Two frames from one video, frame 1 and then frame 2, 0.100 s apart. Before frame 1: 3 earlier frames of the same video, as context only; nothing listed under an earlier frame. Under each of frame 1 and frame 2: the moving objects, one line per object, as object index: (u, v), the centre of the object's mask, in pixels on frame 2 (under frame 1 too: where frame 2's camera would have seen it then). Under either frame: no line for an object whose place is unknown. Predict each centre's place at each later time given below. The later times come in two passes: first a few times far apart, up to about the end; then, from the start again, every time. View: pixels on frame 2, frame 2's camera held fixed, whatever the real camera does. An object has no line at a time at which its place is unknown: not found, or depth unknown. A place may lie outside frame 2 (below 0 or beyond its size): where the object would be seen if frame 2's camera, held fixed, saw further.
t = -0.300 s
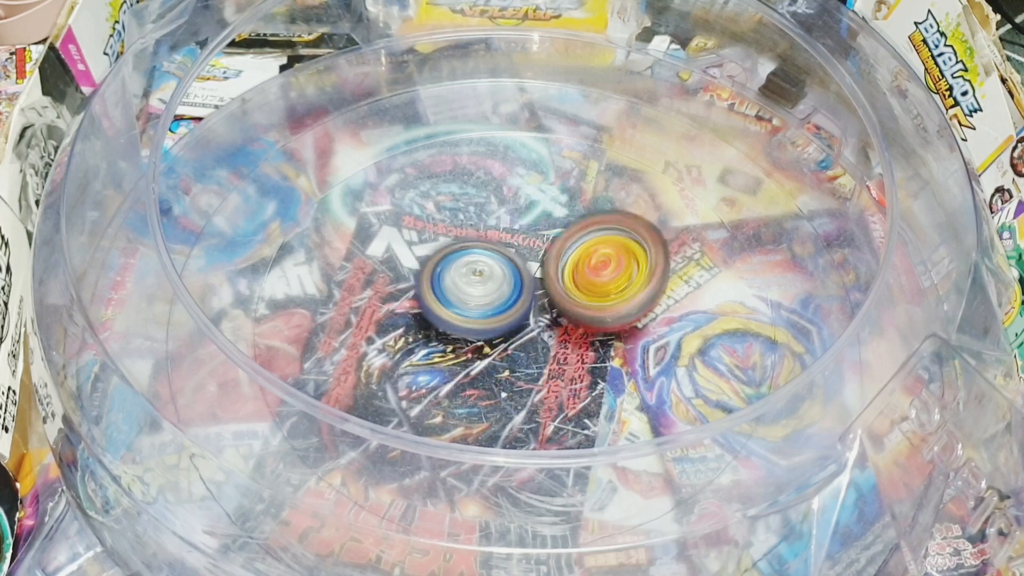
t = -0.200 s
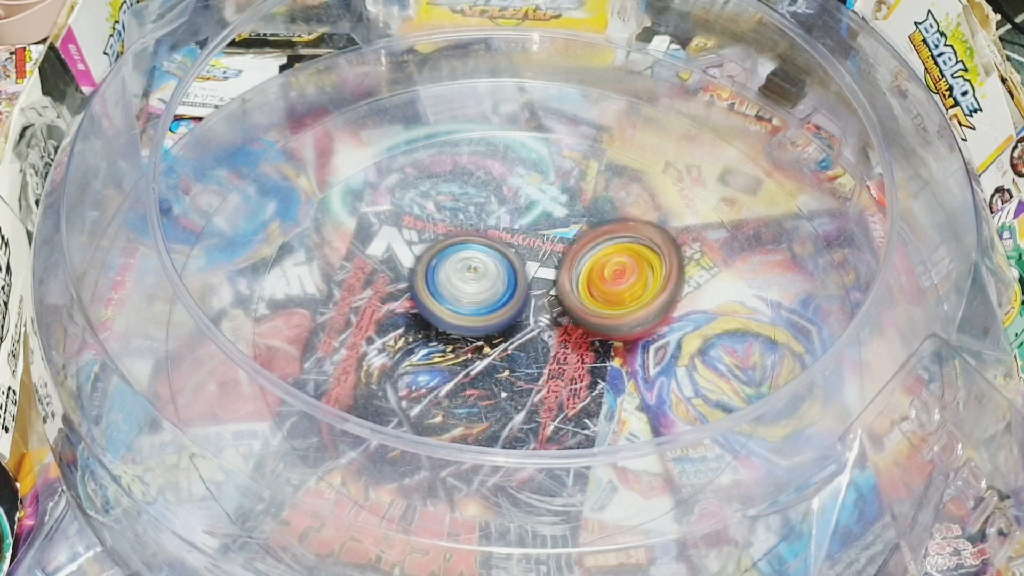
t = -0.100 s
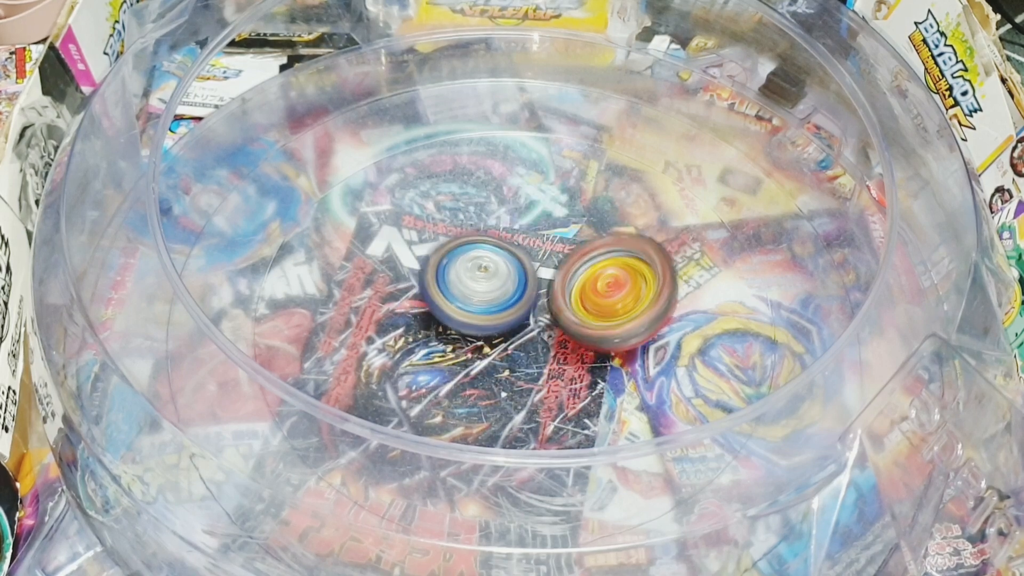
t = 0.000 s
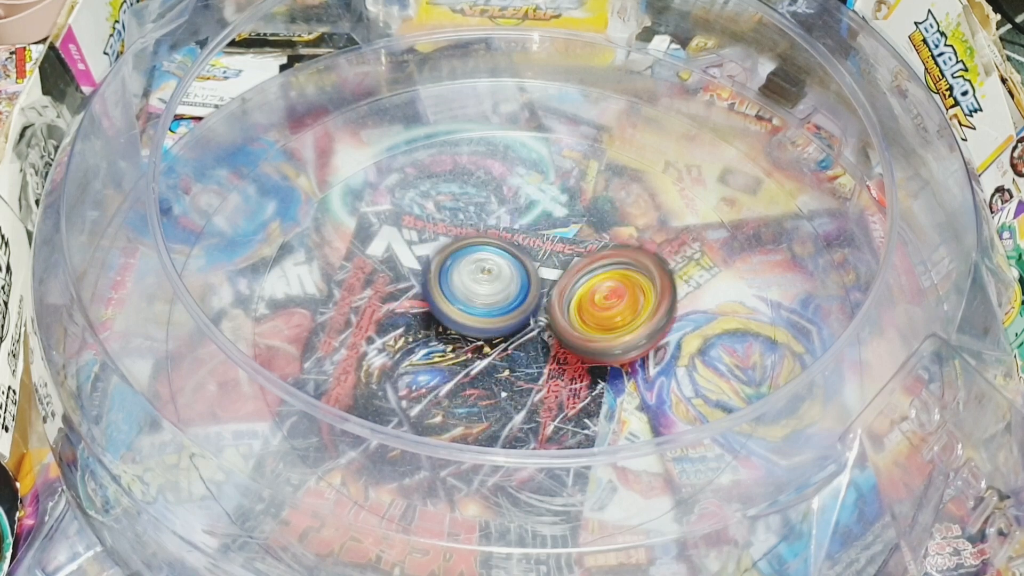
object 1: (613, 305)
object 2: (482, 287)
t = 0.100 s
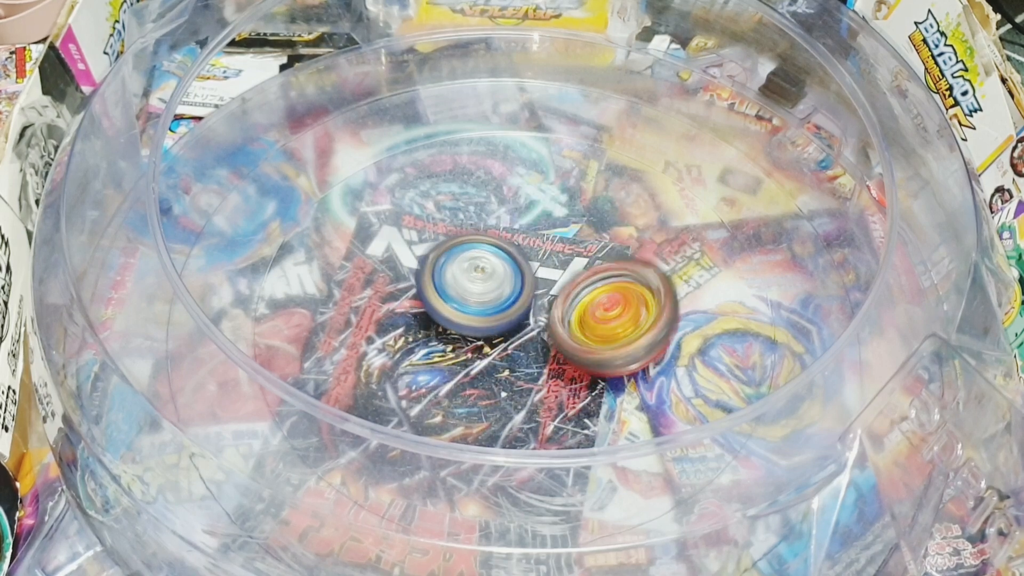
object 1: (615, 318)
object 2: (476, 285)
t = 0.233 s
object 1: (606, 333)
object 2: (466, 284)
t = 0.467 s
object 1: (579, 352)
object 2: (466, 286)
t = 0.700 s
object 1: (564, 369)
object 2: (466, 272)
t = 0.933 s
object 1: (537, 372)
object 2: (493, 264)
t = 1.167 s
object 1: (506, 368)
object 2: (533, 254)
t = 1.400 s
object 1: (481, 353)
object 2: (565, 268)
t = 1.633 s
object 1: (464, 332)
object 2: (586, 291)
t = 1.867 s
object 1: (453, 308)
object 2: (596, 310)
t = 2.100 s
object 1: (459, 285)
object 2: (589, 327)
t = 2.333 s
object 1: (474, 267)
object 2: (575, 340)
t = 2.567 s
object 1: (493, 249)
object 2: (564, 358)
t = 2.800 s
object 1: (520, 248)
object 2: (535, 359)
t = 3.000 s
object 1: (542, 253)
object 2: (510, 359)
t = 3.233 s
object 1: (564, 262)
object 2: (485, 348)
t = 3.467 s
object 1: (581, 280)
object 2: (464, 332)
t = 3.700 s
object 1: (588, 297)
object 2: (451, 316)
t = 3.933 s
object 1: (589, 318)
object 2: (458, 296)
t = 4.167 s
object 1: (581, 337)
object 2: (467, 277)
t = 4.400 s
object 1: (561, 351)
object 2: (482, 256)
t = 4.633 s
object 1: (539, 358)
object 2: (508, 250)
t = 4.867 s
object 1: (515, 353)
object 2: (536, 246)
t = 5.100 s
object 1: (496, 345)
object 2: (560, 247)
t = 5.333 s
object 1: (486, 334)
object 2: (578, 258)
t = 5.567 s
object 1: (469, 329)
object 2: (587, 279)
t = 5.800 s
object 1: (458, 323)
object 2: (605, 292)
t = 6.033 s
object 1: (457, 310)
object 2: (598, 311)
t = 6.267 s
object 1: (443, 295)
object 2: (615, 329)
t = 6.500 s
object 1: (464, 294)
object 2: (589, 338)
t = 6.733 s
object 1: (462, 280)
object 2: (584, 347)
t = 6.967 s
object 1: (470, 274)
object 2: (576, 354)
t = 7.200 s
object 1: (478, 265)
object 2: (567, 360)
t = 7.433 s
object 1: (488, 258)
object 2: (558, 360)
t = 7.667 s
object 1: (498, 251)
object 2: (556, 369)
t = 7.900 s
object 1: (501, 252)
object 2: (540, 360)
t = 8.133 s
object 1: (506, 248)
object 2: (529, 361)
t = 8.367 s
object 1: (510, 245)
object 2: (521, 373)
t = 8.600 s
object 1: (508, 254)
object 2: (512, 363)
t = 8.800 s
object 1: (516, 244)
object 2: (507, 355)
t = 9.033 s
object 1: (520, 243)
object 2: (504, 359)
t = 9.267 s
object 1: (523, 246)
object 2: (509, 359)
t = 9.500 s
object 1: (532, 248)
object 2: (515, 359)
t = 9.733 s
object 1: (532, 241)
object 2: (517, 365)
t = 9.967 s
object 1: (525, 245)
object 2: (516, 351)
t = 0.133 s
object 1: (610, 321)
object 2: (477, 285)
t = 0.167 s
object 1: (604, 323)
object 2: (479, 287)
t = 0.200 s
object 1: (607, 328)
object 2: (473, 285)
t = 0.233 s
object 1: (606, 333)
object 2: (466, 284)
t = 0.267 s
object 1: (604, 335)
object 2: (465, 283)
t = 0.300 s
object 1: (599, 338)
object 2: (465, 283)
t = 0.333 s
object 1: (594, 340)
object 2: (466, 283)
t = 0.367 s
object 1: (588, 343)
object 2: (467, 285)
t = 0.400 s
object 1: (582, 345)
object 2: (469, 286)
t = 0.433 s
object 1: (580, 349)
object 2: (469, 287)
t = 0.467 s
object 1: (579, 352)
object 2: (466, 286)
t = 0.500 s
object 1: (574, 353)
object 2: (466, 285)
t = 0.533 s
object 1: (570, 355)
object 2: (467, 286)
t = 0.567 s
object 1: (567, 357)
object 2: (466, 284)
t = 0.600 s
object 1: (565, 359)
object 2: (466, 283)
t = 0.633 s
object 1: (561, 360)
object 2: (469, 282)
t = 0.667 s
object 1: (564, 366)
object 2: (466, 276)
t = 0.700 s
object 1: (564, 369)
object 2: (466, 272)
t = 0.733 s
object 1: (561, 369)
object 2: (469, 270)
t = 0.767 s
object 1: (555, 369)
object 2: (472, 269)
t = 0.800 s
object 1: (549, 368)
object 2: (476, 269)
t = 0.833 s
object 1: (544, 367)
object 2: (481, 271)
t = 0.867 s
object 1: (540, 368)
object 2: (485, 271)
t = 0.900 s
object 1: (540, 372)
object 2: (488, 265)
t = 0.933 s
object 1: (537, 372)
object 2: (493, 264)
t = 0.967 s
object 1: (532, 370)
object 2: (499, 265)
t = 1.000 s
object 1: (527, 369)
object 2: (503, 264)
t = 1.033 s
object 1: (522, 370)
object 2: (508, 260)
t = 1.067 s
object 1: (518, 368)
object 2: (515, 260)
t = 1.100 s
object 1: (514, 365)
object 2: (521, 260)
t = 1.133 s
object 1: (510, 369)
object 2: (527, 257)
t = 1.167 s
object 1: (506, 368)
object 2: (533, 254)
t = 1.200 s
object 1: (503, 366)
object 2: (539, 255)
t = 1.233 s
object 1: (499, 362)
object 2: (543, 257)
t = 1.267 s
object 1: (495, 360)
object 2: (549, 259)
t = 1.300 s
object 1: (492, 356)
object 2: (554, 264)
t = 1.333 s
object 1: (489, 355)
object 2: (557, 266)
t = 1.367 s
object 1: (486, 354)
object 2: (561, 267)
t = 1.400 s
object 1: (481, 353)
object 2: (565, 268)
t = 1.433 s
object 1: (478, 350)
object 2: (570, 270)
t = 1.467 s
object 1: (476, 347)
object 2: (573, 273)
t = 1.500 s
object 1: (474, 343)
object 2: (576, 278)
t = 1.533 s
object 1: (469, 341)
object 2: (580, 280)
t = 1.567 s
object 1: (465, 339)
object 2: (584, 283)
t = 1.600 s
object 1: (465, 336)
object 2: (586, 287)
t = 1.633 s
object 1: (464, 332)
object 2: (586, 291)
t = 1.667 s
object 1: (462, 328)
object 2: (588, 294)
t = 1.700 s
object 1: (461, 326)
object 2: (589, 297)
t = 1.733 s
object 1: (460, 323)
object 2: (589, 299)
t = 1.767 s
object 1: (458, 319)
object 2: (590, 303)
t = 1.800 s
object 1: (458, 316)
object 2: (591, 306)
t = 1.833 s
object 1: (458, 312)
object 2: (592, 308)
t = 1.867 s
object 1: (453, 308)
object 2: (596, 310)
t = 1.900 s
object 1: (454, 305)
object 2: (597, 312)
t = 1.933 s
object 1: (456, 302)
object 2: (595, 315)
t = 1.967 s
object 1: (458, 299)
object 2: (592, 318)
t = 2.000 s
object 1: (459, 296)
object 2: (590, 320)
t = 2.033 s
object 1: (456, 291)
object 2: (592, 322)
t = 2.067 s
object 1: (456, 286)
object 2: (592, 325)
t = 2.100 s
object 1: (459, 285)
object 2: (589, 327)
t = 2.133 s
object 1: (462, 283)
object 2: (585, 329)
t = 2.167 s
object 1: (463, 280)
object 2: (582, 330)
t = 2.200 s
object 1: (465, 277)
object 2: (581, 332)
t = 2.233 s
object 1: (465, 272)
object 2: (582, 334)
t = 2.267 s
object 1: (468, 271)
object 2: (580, 336)
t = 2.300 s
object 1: (471, 269)
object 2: (576, 338)
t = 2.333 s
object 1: (474, 267)
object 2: (575, 340)
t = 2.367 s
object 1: (476, 265)
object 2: (572, 341)
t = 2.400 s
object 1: (479, 262)
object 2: (572, 344)
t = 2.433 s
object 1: (482, 260)
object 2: (571, 345)
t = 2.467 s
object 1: (486, 260)
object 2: (568, 347)
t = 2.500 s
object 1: (490, 258)
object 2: (565, 349)
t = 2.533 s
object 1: (493, 257)
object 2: (563, 351)
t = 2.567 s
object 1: (493, 249)
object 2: (564, 358)
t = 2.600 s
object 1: (497, 247)
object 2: (561, 361)
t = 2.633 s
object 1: (501, 249)
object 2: (557, 362)
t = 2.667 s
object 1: (505, 250)
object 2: (551, 362)
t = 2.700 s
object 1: (508, 251)
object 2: (546, 360)
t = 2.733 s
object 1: (513, 251)
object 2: (541, 358)
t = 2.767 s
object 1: (516, 249)
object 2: (539, 359)
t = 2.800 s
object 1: (520, 248)
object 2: (535, 359)
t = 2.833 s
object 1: (524, 250)
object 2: (531, 360)
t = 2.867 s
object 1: (527, 248)
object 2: (527, 360)
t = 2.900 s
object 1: (532, 249)
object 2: (523, 359)
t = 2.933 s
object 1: (535, 250)
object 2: (520, 360)
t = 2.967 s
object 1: (538, 252)
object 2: (514, 360)
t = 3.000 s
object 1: (542, 253)
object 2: (510, 359)
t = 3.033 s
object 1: (546, 254)
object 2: (506, 357)
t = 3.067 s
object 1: (549, 254)
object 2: (501, 357)
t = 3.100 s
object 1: (552, 256)
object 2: (498, 355)
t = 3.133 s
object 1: (556, 255)
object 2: (494, 355)
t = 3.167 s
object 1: (559, 258)
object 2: (489, 352)
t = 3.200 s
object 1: (561, 260)
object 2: (486, 350)
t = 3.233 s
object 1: (564, 262)
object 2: (485, 348)
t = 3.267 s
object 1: (568, 264)
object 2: (481, 347)
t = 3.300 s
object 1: (570, 266)
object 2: (477, 344)
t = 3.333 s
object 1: (572, 268)
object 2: (476, 342)
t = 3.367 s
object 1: (574, 271)
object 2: (471, 340)
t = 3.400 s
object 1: (576, 273)
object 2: (468, 337)
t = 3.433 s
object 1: (578, 276)
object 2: (466, 335)
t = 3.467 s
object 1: (581, 280)
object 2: (464, 332)
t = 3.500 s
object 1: (582, 282)
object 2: (463, 330)
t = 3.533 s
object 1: (587, 284)
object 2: (460, 328)
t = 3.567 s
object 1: (585, 288)
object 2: (459, 326)
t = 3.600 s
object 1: (586, 290)
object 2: (456, 324)
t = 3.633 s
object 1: (590, 291)
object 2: (449, 322)
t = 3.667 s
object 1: (589, 294)
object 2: (449, 319)
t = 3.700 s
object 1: (588, 297)
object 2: (451, 316)
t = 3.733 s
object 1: (587, 300)
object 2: (453, 313)
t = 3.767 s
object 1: (588, 303)
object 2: (454, 311)
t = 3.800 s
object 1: (595, 306)
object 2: (449, 307)
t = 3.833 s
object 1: (593, 310)
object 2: (449, 304)
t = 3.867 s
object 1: (591, 312)
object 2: (452, 301)
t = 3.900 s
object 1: (588, 315)
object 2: (456, 298)
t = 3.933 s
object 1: (589, 318)
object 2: (458, 296)
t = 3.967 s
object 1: (590, 321)
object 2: (459, 294)
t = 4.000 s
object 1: (589, 323)
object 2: (461, 292)
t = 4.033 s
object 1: (587, 326)
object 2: (462, 289)
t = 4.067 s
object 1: (585, 328)
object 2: (464, 287)
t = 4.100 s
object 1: (584, 331)
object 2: (465, 283)
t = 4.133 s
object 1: (582, 334)
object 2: (467, 281)
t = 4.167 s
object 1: (581, 337)
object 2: (467, 277)
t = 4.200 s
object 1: (576, 339)
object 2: (469, 275)
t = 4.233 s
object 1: (573, 340)
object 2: (471, 273)
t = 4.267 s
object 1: (570, 343)
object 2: (472, 271)
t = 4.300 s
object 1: (566, 345)
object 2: (475, 269)
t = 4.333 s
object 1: (567, 349)
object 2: (475, 263)
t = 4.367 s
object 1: (564, 351)
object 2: (478, 259)
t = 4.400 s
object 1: (561, 351)
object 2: (482, 256)
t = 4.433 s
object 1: (557, 351)
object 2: (487, 256)
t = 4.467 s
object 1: (552, 351)
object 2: (491, 257)
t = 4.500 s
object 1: (551, 354)
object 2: (493, 253)
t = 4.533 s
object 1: (546, 355)
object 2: (495, 252)
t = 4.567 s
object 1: (543, 354)
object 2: (500, 252)
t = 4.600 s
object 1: (541, 357)
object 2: (504, 251)
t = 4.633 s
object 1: (539, 358)
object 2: (508, 250)
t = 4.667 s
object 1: (534, 356)
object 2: (512, 251)
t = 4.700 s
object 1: (533, 357)
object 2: (515, 252)
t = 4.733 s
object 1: (528, 357)
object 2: (519, 251)
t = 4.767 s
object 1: (525, 356)
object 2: (523, 248)
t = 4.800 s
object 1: (521, 354)
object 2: (528, 248)
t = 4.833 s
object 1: (518, 352)
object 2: (532, 247)
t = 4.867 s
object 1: (515, 353)
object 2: (536, 246)
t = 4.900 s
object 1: (513, 352)
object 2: (540, 246)
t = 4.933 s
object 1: (509, 349)
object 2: (543, 247)
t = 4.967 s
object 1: (505, 351)
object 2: (548, 244)
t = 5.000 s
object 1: (502, 350)
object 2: (552, 245)
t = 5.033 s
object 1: (500, 347)
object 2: (554, 246)
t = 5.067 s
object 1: (500, 344)
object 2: (557, 248)
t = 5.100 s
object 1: (496, 345)
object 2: (560, 247)
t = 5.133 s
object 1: (492, 349)
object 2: (564, 244)
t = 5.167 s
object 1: (491, 345)
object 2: (568, 245)
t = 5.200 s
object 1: (491, 341)
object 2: (570, 247)
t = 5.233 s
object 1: (492, 339)
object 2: (572, 250)
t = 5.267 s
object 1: (491, 337)
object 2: (573, 254)
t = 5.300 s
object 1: (486, 337)
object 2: (576, 255)
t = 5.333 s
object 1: (486, 334)
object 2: (578, 258)
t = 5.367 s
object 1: (479, 336)
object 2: (582, 259)
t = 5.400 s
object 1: (473, 337)
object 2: (587, 260)
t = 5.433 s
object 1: (472, 336)
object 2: (587, 263)
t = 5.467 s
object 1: (475, 333)
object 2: (588, 267)
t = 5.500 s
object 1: (476, 332)
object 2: (587, 273)
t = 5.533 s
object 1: (473, 330)
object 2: (586, 277)
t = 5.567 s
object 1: (469, 329)
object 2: (587, 279)
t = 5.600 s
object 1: (468, 328)
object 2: (588, 283)
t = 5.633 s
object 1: (460, 328)
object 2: (596, 281)
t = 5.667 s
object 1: (453, 328)
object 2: (602, 281)
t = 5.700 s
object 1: (454, 327)
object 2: (605, 284)
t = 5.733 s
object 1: (455, 326)
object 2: (606, 287)
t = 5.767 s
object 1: (456, 325)
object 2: (606, 290)
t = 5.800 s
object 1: (458, 323)
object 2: (605, 292)
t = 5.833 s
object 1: (460, 321)
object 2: (603, 295)
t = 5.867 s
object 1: (463, 320)
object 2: (600, 299)
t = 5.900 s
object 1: (464, 318)
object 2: (598, 302)
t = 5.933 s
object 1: (463, 316)
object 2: (595, 305)
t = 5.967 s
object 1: (461, 314)
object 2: (596, 307)
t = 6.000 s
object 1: (461, 312)
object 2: (595, 310)
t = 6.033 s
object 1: (457, 310)
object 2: (598, 311)
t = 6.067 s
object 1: (459, 309)
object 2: (598, 314)
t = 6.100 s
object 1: (460, 309)
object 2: (596, 316)
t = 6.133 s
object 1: (460, 307)
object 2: (596, 319)
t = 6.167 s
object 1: (461, 304)
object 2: (594, 321)
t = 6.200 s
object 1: (452, 300)
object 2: (605, 324)
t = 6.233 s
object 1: (442, 296)
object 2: (614, 327)
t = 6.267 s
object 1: (443, 295)
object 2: (615, 329)
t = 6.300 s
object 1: (445, 294)
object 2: (615, 331)
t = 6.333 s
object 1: (449, 295)
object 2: (614, 333)
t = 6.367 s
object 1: (451, 295)
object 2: (611, 335)
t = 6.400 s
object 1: (454, 295)
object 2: (606, 336)
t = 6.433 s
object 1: (457, 294)
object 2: (602, 337)
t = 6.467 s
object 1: (460, 294)
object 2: (595, 337)
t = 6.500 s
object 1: (464, 294)
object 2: (589, 338)
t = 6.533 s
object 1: (462, 291)
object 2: (589, 338)
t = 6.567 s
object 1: (461, 287)
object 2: (589, 339)
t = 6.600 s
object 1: (464, 286)
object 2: (585, 341)
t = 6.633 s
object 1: (462, 285)
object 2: (585, 342)
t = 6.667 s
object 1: (464, 284)
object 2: (582, 343)
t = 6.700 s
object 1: (463, 282)
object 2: (583, 346)
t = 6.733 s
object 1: (462, 280)
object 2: (584, 347)
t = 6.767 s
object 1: (466, 280)
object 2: (581, 348)
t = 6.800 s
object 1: (468, 282)
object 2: (578, 349)
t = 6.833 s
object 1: (467, 279)
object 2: (578, 350)
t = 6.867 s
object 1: (466, 276)
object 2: (578, 351)
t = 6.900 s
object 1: (470, 277)
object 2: (575, 352)
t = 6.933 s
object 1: (472, 278)
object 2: (573, 352)
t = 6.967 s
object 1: (470, 274)
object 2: (576, 354)
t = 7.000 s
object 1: (470, 271)
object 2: (575, 356)
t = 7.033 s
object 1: (475, 273)
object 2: (572, 356)
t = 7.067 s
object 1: (476, 274)
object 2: (569, 356)
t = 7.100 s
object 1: (477, 271)
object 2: (569, 357)
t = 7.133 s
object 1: (479, 270)
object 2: (566, 357)
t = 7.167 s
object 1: (480, 270)
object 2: (565, 357)
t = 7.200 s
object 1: (478, 265)
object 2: (567, 360)
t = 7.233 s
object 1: (477, 260)
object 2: (567, 362)
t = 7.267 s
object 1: (481, 259)
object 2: (564, 363)
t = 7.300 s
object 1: (482, 262)
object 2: (562, 362)
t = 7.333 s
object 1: (485, 263)
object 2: (559, 361)
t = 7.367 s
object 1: (485, 264)
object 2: (557, 359)
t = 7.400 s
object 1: (486, 262)
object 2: (555, 359)
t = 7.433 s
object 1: (488, 258)
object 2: (558, 360)
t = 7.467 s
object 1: (491, 258)
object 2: (555, 360)
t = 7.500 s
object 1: (492, 259)
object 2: (555, 360)
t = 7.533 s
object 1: (494, 257)
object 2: (555, 360)
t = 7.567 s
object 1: (497, 258)
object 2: (553, 361)
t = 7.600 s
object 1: (495, 252)
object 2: (557, 366)
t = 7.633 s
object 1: (495, 250)
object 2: (557, 369)
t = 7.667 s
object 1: (498, 251)
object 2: (556, 369)
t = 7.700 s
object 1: (499, 253)
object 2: (553, 367)
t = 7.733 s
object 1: (500, 255)
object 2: (549, 364)
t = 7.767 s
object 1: (500, 257)
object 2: (545, 362)
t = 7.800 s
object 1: (501, 253)
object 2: (546, 363)
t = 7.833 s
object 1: (500, 252)
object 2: (545, 363)
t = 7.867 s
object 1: (501, 253)
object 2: (542, 360)
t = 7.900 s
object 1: (501, 252)
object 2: (540, 360)
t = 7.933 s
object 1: (503, 250)
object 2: (538, 358)
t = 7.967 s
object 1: (504, 251)
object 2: (537, 360)
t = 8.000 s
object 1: (504, 247)
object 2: (537, 362)
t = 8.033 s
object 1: (506, 249)
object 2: (535, 363)
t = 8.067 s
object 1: (504, 251)
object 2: (532, 361)
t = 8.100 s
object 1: (505, 251)
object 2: (529, 361)
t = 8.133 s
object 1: (506, 248)
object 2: (529, 361)
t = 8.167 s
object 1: (508, 249)
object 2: (527, 361)
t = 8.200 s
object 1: (506, 249)
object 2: (527, 363)
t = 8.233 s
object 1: (508, 247)
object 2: (526, 364)
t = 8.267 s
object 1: (510, 250)
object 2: (523, 365)
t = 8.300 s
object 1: (509, 253)
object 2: (521, 364)
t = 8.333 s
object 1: (510, 252)
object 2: (520, 367)
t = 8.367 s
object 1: (510, 245)
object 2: (521, 373)
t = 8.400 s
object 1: (511, 244)
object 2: (520, 374)
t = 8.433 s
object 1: (513, 247)
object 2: (518, 374)
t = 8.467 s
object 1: (510, 248)
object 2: (516, 374)
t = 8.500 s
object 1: (510, 250)
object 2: (516, 373)
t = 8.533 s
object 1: (509, 251)
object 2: (514, 370)
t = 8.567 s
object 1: (510, 252)
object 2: (513, 366)
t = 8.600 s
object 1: (508, 254)
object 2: (512, 363)
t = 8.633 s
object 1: (511, 250)
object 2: (512, 361)
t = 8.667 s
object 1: (511, 250)
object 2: (510, 359)
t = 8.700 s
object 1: (514, 247)
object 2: (509, 358)
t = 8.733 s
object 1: (515, 246)
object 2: (508, 357)
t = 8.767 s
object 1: (516, 244)
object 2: (507, 355)
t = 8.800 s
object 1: (516, 244)
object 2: (507, 355)
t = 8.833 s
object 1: (517, 241)
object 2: (506, 356)
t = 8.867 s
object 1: (519, 244)
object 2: (504, 355)
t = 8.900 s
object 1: (516, 244)
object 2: (502, 357)
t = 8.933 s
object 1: (516, 243)
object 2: (504, 358)
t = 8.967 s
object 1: (518, 245)
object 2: (504, 356)
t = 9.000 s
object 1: (517, 247)
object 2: (502, 355)
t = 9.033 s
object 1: (520, 243)
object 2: (504, 359)
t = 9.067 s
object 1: (523, 244)
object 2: (506, 358)
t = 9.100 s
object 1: (522, 247)
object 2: (504, 356)
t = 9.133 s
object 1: (520, 246)
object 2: (505, 358)
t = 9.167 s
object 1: (522, 242)
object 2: (507, 359)
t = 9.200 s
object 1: (523, 244)
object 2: (508, 357)
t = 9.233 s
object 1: (522, 247)
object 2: (507, 358)
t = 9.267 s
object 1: (523, 246)
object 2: (509, 359)
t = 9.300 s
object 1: (525, 248)
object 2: (510, 358)
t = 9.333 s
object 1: (525, 247)
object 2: (509, 360)
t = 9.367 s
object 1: (528, 247)
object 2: (512, 359)
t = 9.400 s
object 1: (529, 250)
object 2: (512, 358)
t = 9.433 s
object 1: (528, 250)
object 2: (512, 359)
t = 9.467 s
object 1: (529, 249)
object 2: (514, 360)
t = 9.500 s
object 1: (532, 248)
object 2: (515, 359)
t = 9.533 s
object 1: (531, 250)
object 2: (516, 359)
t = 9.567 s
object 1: (531, 248)
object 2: (516, 360)
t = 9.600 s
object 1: (533, 249)
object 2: (518, 358)
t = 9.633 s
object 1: (532, 248)
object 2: (517, 360)
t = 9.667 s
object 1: (534, 240)
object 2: (518, 365)
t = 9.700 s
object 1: (534, 239)
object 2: (518, 366)
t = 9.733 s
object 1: (532, 241)
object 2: (517, 365)
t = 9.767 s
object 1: (530, 243)
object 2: (515, 364)
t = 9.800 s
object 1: (526, 244)
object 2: (516, 362)
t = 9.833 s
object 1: (523, 244)
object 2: (516, 360)
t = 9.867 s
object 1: (523, 246)
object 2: (514, 356)
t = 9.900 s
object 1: (522, 246)
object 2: (514, 355)
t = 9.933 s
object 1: (525, 244)
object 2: (516, 352)
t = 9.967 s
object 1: (525, 245)
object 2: (516, 351)
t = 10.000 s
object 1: (526, 244)
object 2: (517, 354)
